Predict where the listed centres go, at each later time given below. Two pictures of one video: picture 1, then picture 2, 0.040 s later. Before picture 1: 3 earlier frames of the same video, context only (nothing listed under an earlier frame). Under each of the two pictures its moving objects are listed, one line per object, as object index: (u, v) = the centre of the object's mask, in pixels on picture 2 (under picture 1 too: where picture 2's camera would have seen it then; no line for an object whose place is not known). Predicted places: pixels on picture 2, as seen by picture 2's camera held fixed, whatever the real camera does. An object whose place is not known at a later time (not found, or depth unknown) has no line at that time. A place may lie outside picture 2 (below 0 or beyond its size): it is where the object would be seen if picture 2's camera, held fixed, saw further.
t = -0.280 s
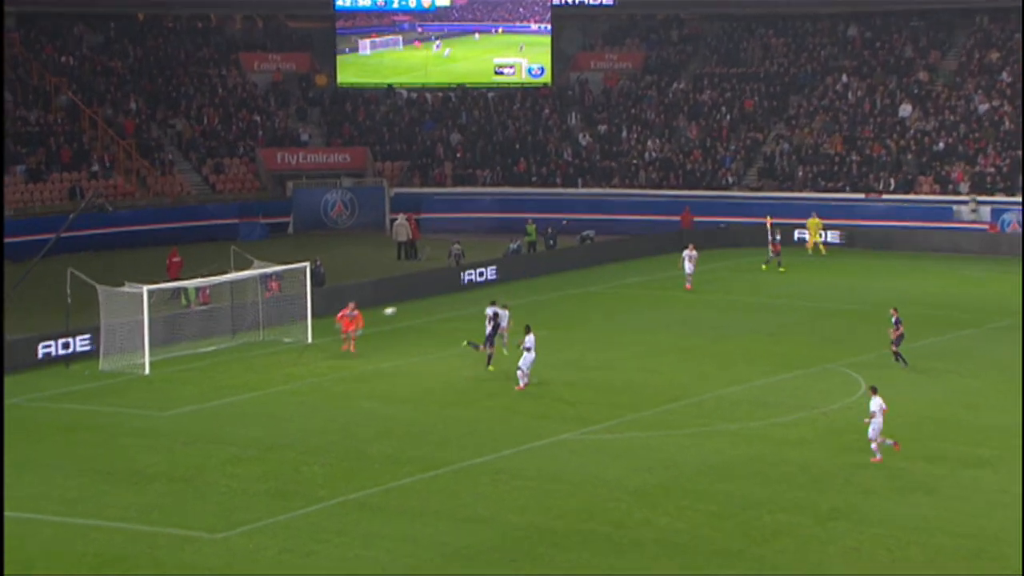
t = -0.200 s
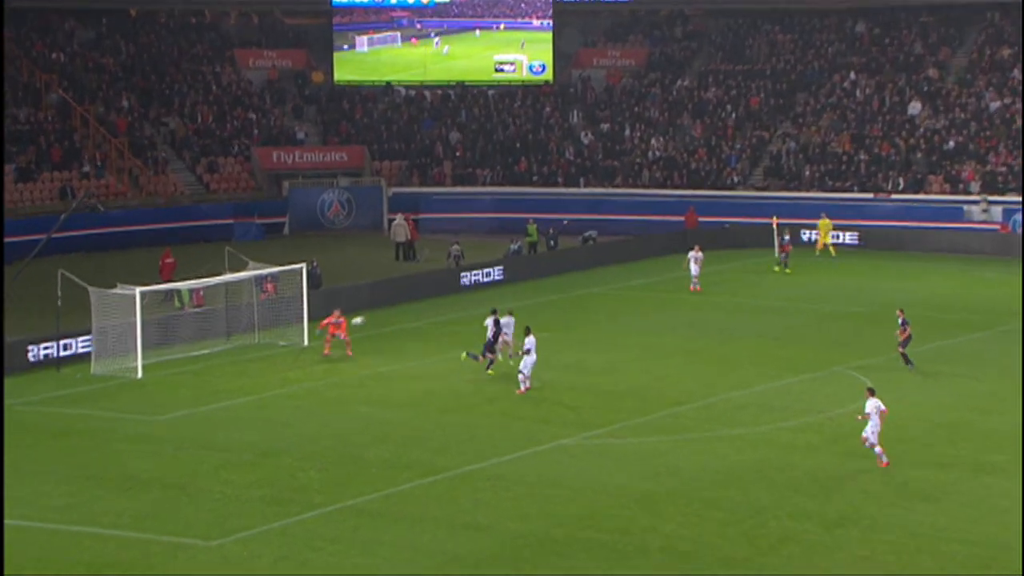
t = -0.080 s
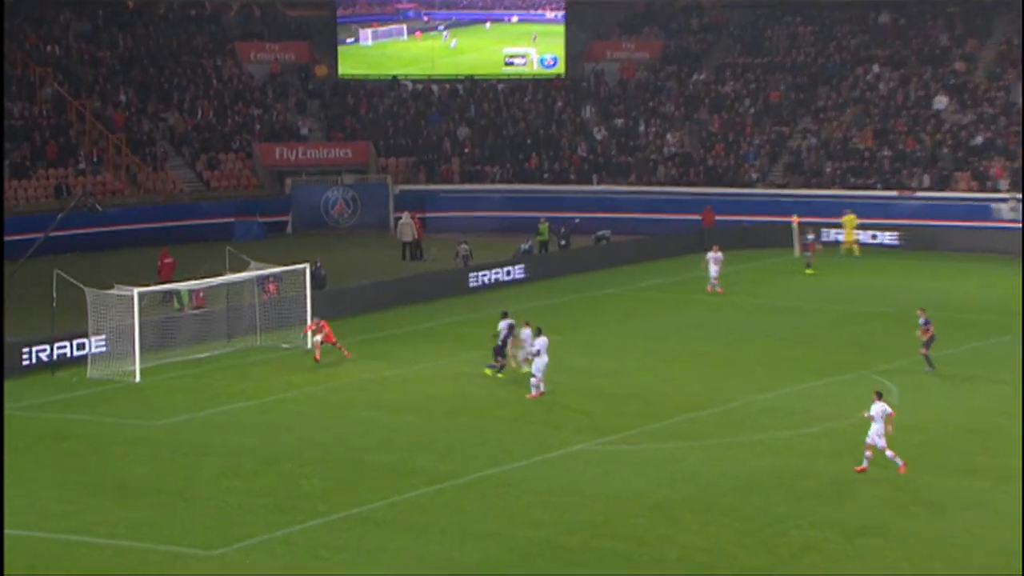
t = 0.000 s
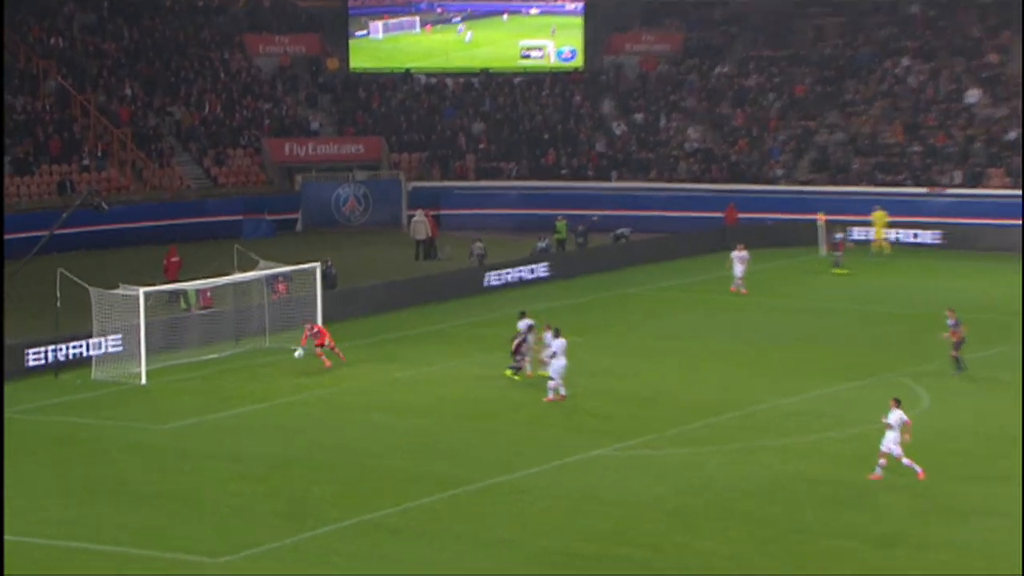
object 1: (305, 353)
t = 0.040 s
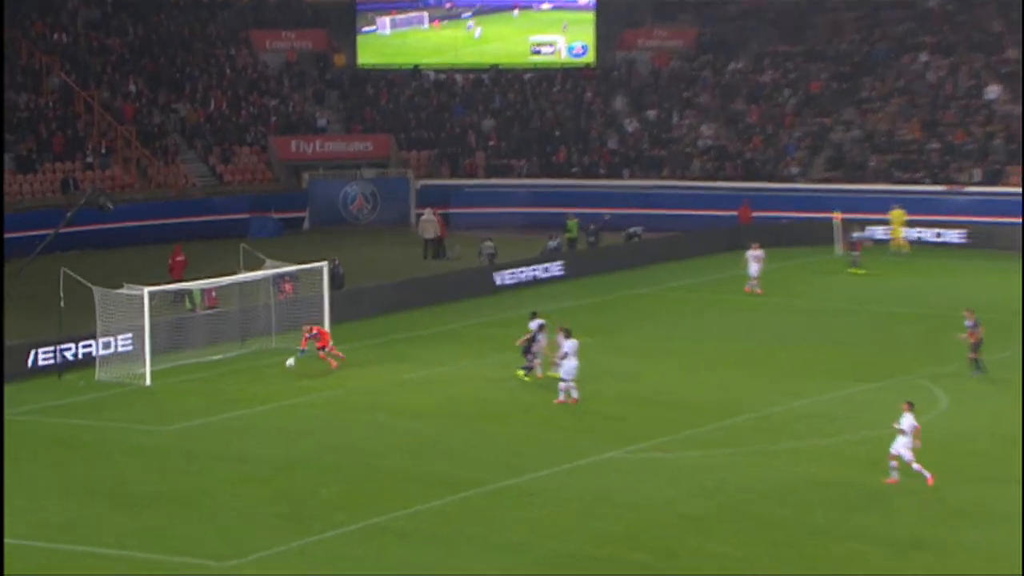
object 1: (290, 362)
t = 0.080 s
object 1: (276, 370)
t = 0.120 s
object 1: (262, 375)
